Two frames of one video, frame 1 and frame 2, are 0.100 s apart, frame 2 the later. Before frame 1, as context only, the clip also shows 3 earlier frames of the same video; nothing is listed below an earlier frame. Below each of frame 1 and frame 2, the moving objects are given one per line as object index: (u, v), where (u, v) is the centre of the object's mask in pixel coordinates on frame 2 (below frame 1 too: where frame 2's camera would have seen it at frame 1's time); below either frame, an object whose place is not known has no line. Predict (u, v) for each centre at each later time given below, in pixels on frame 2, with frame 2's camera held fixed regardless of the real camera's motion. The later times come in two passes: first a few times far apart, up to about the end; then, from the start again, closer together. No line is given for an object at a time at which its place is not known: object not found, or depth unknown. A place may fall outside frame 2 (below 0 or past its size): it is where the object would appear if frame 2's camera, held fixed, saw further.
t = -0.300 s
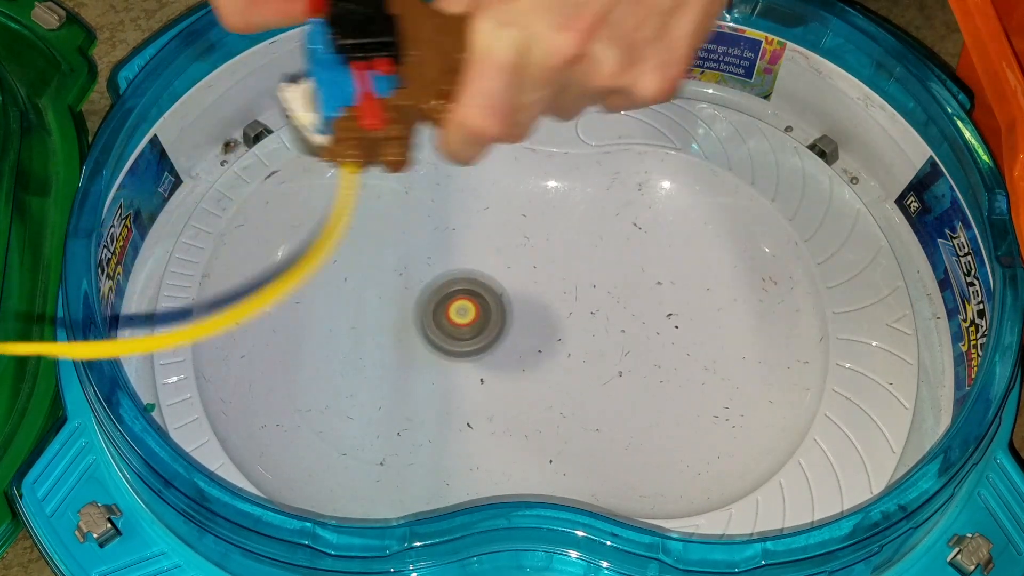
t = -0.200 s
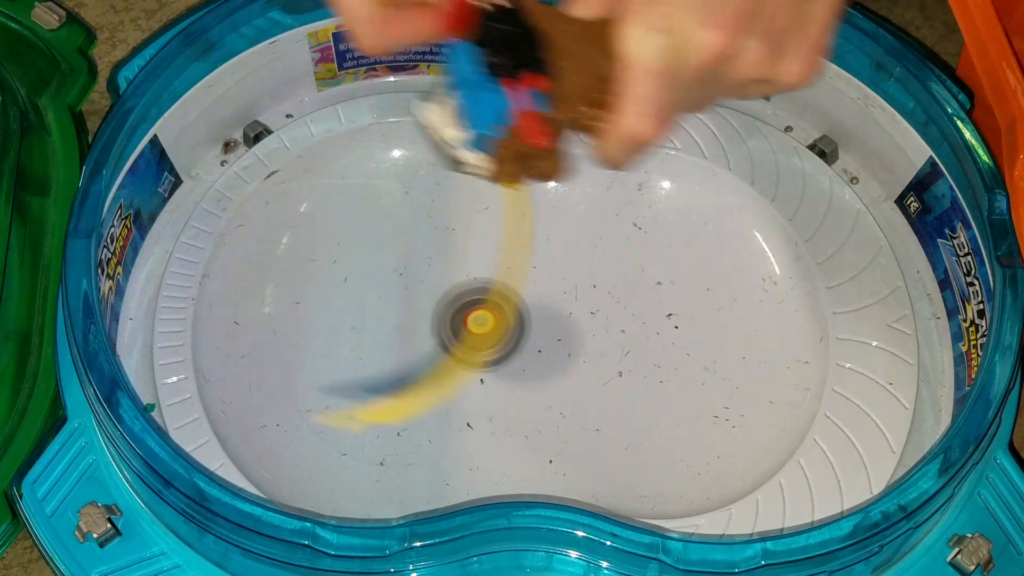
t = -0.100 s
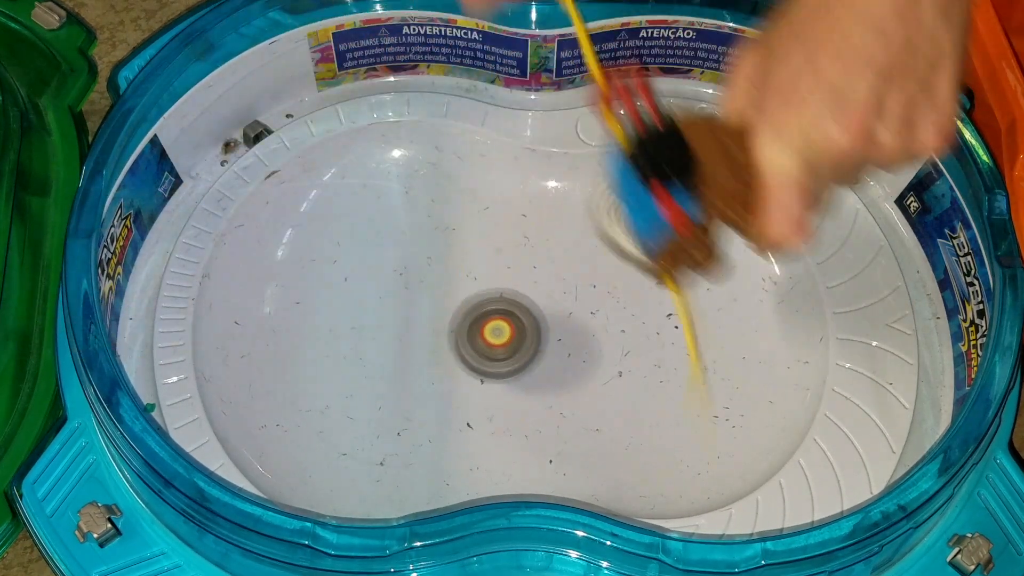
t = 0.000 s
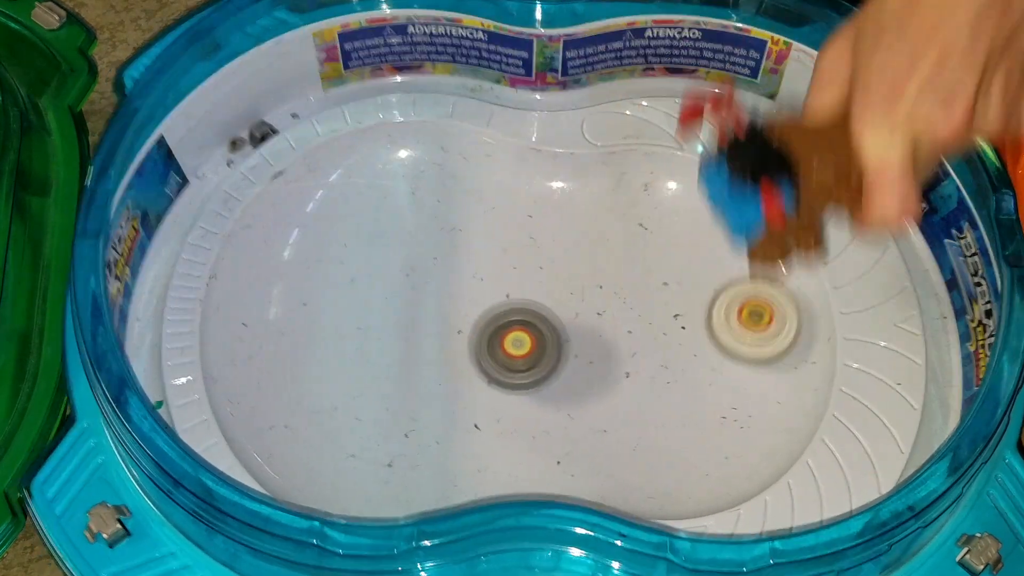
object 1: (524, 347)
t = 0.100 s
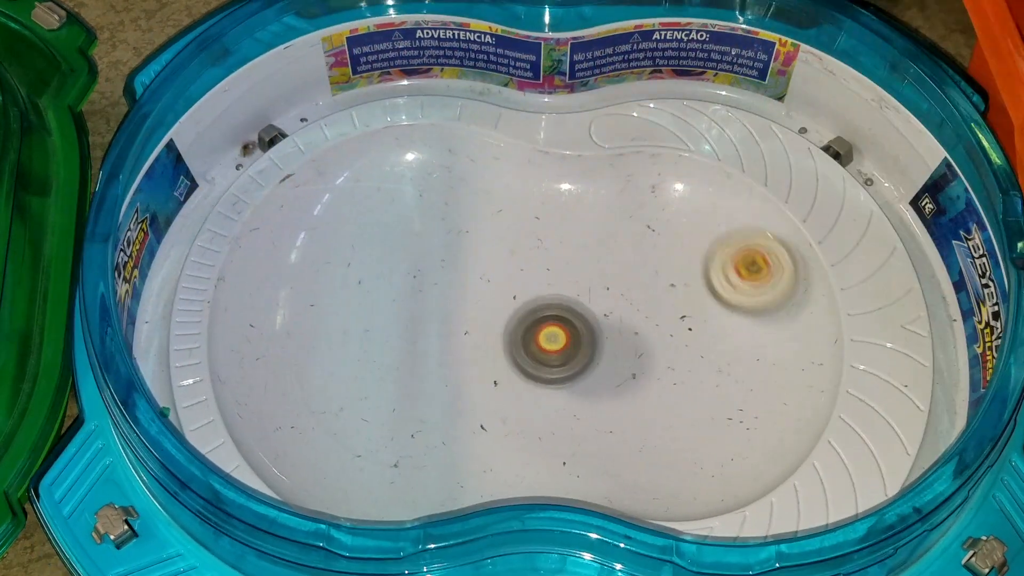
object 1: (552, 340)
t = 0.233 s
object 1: (588, 350)
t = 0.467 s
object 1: (634, 347)
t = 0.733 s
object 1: (683, 332)
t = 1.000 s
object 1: (669, 336)
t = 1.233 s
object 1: (657, 346)
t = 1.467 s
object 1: (720, 273)
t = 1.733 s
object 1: (620, 194)
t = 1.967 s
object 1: (478, 357)
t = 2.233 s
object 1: (390, 447)
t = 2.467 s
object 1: (503, 434)
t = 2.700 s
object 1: (624, 375)
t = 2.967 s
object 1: (643, 337)
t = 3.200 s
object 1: (617, 334)
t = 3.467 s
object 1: (643, 325)
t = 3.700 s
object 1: (706, 314)
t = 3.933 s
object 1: (706, 296)
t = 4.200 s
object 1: (692, 288)
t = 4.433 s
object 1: (667, 300)
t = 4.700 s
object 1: (650, 325)
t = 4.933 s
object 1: (636, 341)
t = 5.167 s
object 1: (624, 343)
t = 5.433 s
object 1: (599, 331)
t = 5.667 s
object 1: (572, 314)
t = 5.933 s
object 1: (535, 294)
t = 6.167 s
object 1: (586, 253)
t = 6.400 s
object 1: (619, 262)
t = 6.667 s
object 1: (654, 294)
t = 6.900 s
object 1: (683, 328)
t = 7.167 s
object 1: (691, 362)
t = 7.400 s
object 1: (675, 381)
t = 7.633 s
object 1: (653, 390)
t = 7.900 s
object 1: (621, 367)
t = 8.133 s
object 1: (595, 330)
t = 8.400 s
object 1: (584, 286)
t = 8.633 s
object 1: (578, 275)
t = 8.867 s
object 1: (586, 275)
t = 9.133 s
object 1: (607, 302)
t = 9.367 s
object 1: (656, 331)
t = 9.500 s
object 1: (706, 341)
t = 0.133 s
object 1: (561, 342)
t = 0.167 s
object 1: (571, 345)
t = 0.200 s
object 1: (580, 348)
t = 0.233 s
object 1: (588, 350)
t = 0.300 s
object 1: (604, 348)
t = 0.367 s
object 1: (615, 350)
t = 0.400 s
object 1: (618, 350)
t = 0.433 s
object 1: (625, 349)
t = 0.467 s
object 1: (634, 347)
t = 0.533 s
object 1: (655, 345)
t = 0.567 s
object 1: (665, 344)
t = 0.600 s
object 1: (671, 341)
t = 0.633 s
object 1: (676, 339)
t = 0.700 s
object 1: (683, 335)
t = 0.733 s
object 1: (683, 332)
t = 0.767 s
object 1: (683, 330)
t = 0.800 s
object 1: (679, 327)
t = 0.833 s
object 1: (674, 326)
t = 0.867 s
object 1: (670, 328)
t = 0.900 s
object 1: (668, 329)
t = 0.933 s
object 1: (668, 330)
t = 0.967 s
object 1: (669, 332)
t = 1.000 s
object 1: (669, 336)
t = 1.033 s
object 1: (665, 340)
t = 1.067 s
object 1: (664, 343)
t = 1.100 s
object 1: (664, 345)
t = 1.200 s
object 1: (657, 346)
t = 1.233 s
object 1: (657, 346)
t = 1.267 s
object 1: (659, 344)
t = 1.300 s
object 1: (659, 342)
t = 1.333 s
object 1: (658, 338)
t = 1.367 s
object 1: (658, 336)
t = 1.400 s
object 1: (659, 333)
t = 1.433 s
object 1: (664, 328)
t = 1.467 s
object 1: (720, 273)
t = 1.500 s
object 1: (754, 225)
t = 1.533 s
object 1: (746, 189)
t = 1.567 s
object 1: (732, 162)
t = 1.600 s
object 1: (711, 147)
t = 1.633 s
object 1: (689, 146)
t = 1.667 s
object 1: (664, 159)
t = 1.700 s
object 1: (640, 182)
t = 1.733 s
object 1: (620, 194)
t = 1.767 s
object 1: (599, 211)
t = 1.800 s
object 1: (577, 235)
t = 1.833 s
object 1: (559, 256)
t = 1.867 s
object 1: (545, 275)
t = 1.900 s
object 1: (533, 293)
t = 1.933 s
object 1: (517, 312)
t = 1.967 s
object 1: (478, 357)
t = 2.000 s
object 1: (443, 393)
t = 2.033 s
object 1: (416, 421)
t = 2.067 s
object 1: (394, 440)
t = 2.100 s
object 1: (379, 452)
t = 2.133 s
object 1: (373, 458)
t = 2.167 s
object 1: (374, 458)
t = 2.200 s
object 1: (379, 454)
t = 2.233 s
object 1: (390, 447)
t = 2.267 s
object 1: (402, 440)
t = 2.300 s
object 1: (420, 436)
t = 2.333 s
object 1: (445, 442)
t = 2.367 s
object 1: (461, 442)
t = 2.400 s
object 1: (470, 439)
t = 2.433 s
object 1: (481, 433)
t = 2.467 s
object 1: (503, 434)
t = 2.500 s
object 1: (526, 446)
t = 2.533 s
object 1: (550, 458)
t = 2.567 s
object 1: (567, 441)
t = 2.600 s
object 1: (583, 429)
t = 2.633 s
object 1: (600, 409)
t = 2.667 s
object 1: (613, 392)
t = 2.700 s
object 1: (624, 375)
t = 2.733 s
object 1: (635, 361)
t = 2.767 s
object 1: (643, 350)
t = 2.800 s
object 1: (649, 343)
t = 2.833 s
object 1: (651, 338)
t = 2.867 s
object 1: (651, 336)
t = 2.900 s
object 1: (648, 335)
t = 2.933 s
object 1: (646, 336)
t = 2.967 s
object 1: (643, 337)
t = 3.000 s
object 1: (639, 338)
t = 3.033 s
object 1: (636, 339)
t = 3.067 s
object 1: (633, 339)
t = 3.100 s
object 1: (629, 337)
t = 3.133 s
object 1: (626, 336)
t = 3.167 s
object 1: (621, 335)
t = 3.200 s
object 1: (617, 334)
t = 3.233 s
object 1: (613, 332)
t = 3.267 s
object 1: (608, 330)
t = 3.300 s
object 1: (603, 327)
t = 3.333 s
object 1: (599, 325)
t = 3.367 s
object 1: (595, 322)
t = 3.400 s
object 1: (590, 320)
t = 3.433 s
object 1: (611, 322)
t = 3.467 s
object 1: (643, 325)
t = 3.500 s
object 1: (669, 329)
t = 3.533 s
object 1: (688, 330)
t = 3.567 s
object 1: (698, 328)
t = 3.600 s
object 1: (702, 325)
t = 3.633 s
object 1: (704, 321)
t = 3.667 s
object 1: (706, 317)
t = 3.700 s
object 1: (706, 314)
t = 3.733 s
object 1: (708, 312)
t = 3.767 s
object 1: (708, 309)
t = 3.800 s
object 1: (708, 306)
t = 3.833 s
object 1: (707, 303)
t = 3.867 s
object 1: (707, 301)
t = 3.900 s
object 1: (707, 298)
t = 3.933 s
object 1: (706, 296)
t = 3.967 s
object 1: (705, 294)
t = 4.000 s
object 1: (703, 293)
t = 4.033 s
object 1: (702, 291)
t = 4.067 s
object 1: (700, 290)
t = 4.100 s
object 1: (699, 289)
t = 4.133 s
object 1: (697, 289)
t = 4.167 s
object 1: (695, 289)
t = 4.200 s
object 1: (692, 288)
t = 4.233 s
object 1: (689, 289)
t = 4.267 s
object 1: (684, 288)
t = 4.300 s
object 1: (681, 289)
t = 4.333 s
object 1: (676, 291)
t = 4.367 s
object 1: (674, 294)
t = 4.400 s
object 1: (669, 297)
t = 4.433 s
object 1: (667, 300)
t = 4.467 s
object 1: (664, 303)
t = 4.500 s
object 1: (662, 307)
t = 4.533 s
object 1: (659, 310)
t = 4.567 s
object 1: (658, 314)
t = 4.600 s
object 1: (656, 317)
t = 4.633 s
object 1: (654, 320)
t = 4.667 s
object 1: (651, 323)
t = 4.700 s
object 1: (650, 325)
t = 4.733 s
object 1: (647, 328)
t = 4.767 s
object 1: (646, 331)
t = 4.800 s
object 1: (643, 333)
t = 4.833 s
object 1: (641, 335)
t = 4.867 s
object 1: (639, 337)
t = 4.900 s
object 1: (638, 340)
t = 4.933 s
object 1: (636, 341)
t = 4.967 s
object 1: (635, 342)
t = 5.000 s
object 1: (632, 343)
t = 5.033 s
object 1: (632, 343)
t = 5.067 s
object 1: (630, 344)
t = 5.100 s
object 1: (628, 343)
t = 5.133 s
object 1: (625, 344)
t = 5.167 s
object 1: (624, 343)
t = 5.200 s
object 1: (622, 343)
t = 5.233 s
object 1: (619, 342)
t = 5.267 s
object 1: (618, 341)
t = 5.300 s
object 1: (614, 340)
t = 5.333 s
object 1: (612, 338)
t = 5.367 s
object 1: (607, 336)
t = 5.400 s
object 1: (604, 334)
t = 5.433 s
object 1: (599, 331)
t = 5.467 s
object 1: (596, 329)
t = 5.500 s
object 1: (592, 326)
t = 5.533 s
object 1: (588, 323)
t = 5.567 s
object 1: (585, 321)
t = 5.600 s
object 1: (580, 318)
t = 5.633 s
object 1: (577, 316)
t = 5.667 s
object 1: (572, 314)
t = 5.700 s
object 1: (568, 311)
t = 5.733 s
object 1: (563, 308)
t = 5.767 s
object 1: (558, 305)
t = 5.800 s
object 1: (555, 303)
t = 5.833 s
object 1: (549, 300)
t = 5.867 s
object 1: (545, 297)
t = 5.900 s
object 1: (541, 296)
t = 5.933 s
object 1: (535, 294)
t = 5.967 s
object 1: (531, 293)
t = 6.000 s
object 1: (525, 292)
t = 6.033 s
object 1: (521, 291)
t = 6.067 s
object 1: (517, 291)
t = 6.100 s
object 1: (542, 275)
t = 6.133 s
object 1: (568, 261)
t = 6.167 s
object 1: (586, 253)
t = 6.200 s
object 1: (598, 248)
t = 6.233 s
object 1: (605, 247)
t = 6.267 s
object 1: (609, 250)
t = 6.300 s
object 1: (612, 253)
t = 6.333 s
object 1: (614, 256)
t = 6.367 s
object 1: (617, 259)
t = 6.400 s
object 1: (619, 262)
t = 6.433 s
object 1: (623, 265)
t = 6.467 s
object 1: (626, 267)
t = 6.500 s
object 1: (630, 272)
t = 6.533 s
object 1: (634, 277)
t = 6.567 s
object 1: (639, 280)
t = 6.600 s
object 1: (644, 284)
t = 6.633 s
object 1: (649, 290)
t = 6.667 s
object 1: (654, 294)
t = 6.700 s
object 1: (660, 298)
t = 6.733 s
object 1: (664, 304)
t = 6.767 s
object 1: (669, 309)
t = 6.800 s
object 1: (673, 314)
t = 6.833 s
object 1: (677, 319)
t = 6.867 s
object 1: (680, 324)
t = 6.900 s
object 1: (683, 328)
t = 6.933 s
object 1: (686, 331)
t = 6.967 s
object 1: (689, 337)
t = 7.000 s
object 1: (690, 342)
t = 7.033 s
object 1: (691, 346)
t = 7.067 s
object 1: (692, 350)
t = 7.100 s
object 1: (693, 355)
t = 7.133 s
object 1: (692, 359)
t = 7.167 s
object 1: (691, 362)
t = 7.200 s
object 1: (689, 365)
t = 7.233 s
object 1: (687, 369)
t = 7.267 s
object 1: (684, 371)
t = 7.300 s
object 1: (682, 373)
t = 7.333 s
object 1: (680, 376)
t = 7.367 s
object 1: (678, 379)
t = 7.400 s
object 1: (675, 381)
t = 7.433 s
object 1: (673, 382)
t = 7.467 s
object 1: (670, 385)
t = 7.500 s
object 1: (667, 387)
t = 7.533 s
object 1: (663, 389)
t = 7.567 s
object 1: (660, 390)
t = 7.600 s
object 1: (657, 390)
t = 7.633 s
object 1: (653, 390)
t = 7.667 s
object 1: (649, 389)
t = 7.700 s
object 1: (644, 387)
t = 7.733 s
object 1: (641, 385)
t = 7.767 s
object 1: (637, 383)
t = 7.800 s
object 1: (633, 380)
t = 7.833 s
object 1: (628, 376)
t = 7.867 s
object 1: (625, 372)
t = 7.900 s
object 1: (621, 367)
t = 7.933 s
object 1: (617, 362)
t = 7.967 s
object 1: (613, 358)
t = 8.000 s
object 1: (609, 352)
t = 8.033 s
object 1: (605, 347)
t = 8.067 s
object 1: (602, 341)
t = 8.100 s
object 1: (598, 336)
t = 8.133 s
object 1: (595, 330)
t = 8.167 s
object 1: (592, 324)
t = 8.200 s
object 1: (589, 318)
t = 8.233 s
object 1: (587, 312)
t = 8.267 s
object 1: (585, 305)
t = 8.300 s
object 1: (582, 300)
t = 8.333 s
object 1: (582, 294)
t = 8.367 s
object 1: (585, 290)
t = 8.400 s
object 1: (584, 286)
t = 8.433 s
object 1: (582, 283)
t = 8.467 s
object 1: (580, 281)
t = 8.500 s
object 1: (578, 279)
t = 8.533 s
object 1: (578, 278)
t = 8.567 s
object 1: (578, 276)
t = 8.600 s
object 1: (578, 275)
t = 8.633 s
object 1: (578, 275)
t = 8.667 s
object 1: (578, 275)
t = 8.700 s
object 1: (579, 274)
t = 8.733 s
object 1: (580, 273)
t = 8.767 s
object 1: (581, 272)
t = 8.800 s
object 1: (583, 272)
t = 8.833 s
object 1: (585, 273)
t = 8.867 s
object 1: (586, 275)
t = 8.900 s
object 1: (588, 278)
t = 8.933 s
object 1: (591, 280)
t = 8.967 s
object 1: (593, 282)
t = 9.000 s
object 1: (597, 286)
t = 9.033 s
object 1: (599, 290)
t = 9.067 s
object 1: (603, 293)
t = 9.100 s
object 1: (605, 298)
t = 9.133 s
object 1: (607, 302)
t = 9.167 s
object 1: (610, 306)
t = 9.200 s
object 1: (611, 310)
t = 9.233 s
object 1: (614, 314)
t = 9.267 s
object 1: (617, 319)
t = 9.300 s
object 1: (619, 323)
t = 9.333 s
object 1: (628, 328)
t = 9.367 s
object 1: (656, 331)
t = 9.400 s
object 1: (678, 333)
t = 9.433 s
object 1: (693, 336)
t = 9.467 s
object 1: (702, 338)
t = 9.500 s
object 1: (706, 341)
